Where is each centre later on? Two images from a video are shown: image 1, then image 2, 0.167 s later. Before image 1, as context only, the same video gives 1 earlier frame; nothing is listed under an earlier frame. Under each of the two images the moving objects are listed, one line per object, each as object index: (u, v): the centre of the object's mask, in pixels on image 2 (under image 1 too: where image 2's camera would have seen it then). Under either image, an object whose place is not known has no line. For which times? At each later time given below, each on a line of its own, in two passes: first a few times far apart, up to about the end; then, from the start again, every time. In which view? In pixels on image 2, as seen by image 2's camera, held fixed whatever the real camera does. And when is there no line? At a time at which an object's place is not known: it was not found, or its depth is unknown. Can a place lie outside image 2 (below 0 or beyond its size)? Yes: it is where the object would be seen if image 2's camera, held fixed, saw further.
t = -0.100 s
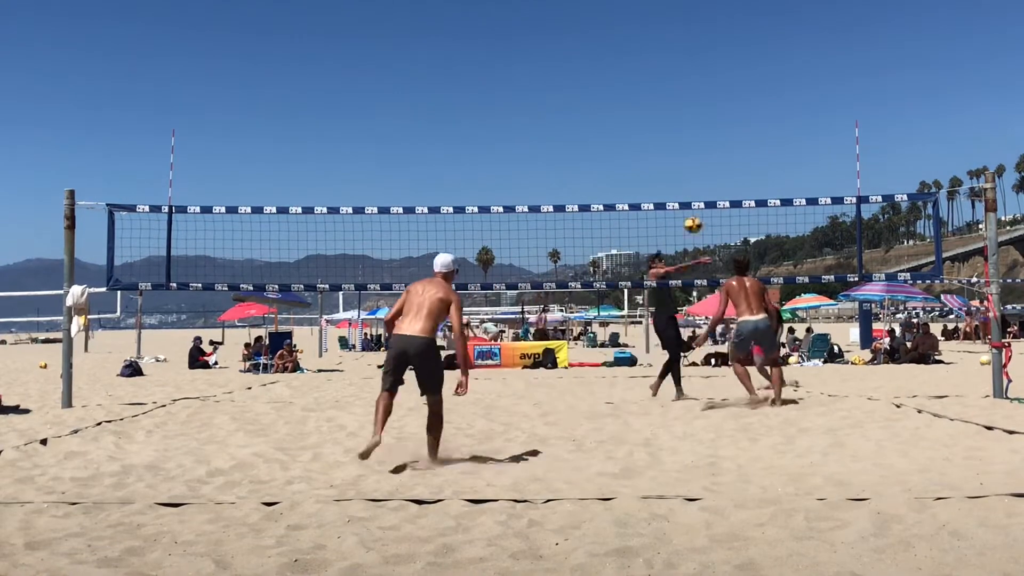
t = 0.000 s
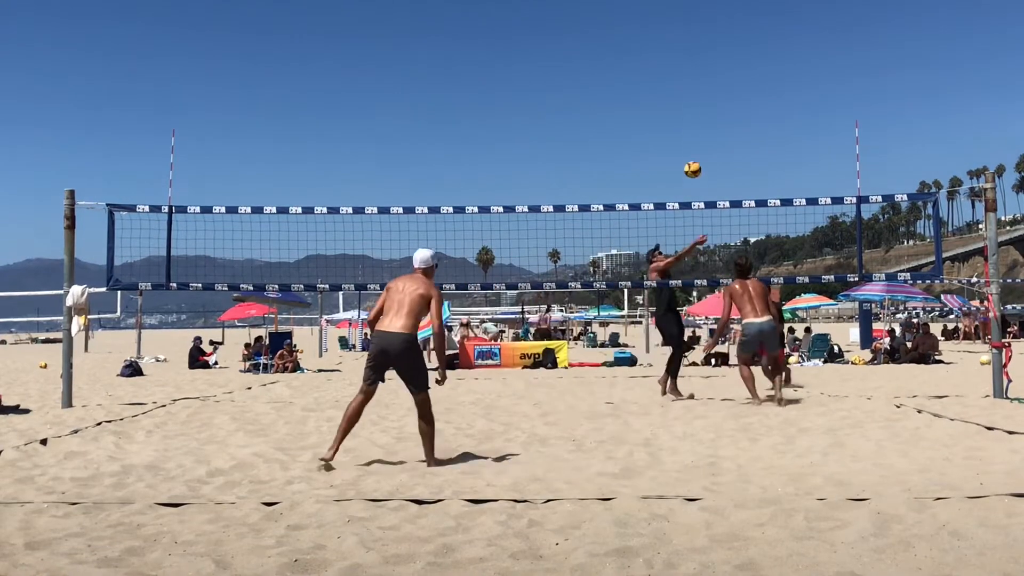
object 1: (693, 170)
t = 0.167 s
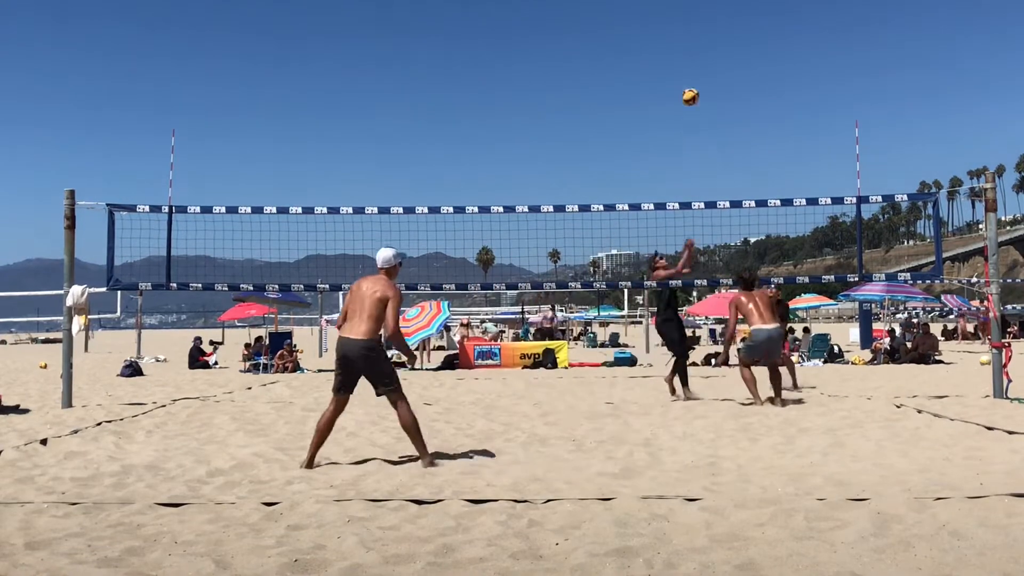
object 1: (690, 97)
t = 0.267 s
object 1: (689, 64)
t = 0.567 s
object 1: (688, 14)
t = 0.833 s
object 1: (691, 27)
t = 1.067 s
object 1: (695, 79)
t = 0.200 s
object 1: (690, 85)
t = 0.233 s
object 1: (689, 74)
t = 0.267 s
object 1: (689, 64)
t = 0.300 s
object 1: (689, 55)
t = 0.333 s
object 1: (689, 47)
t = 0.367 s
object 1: (689, 40)
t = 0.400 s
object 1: (689, 33)
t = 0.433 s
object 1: (688, 28)
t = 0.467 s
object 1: (688, 23)
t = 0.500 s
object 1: (688, 19)
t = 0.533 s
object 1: (688, 16)
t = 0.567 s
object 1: (688, 14)
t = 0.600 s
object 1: (688, 13)
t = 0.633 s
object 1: (688, 12)
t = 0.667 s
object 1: (689, 13)
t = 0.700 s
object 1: (689, 14)
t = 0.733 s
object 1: (689, 16)
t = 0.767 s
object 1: (689, 19)
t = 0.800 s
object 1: (690, 22)
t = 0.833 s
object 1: (691, 27)
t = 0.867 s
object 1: (691, 32)
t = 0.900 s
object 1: (691, 38)
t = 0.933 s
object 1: (691, 45)
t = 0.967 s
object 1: (692, 53)
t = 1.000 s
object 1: (693, 60)
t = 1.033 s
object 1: (694, 69)
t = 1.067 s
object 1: (695, 79)
